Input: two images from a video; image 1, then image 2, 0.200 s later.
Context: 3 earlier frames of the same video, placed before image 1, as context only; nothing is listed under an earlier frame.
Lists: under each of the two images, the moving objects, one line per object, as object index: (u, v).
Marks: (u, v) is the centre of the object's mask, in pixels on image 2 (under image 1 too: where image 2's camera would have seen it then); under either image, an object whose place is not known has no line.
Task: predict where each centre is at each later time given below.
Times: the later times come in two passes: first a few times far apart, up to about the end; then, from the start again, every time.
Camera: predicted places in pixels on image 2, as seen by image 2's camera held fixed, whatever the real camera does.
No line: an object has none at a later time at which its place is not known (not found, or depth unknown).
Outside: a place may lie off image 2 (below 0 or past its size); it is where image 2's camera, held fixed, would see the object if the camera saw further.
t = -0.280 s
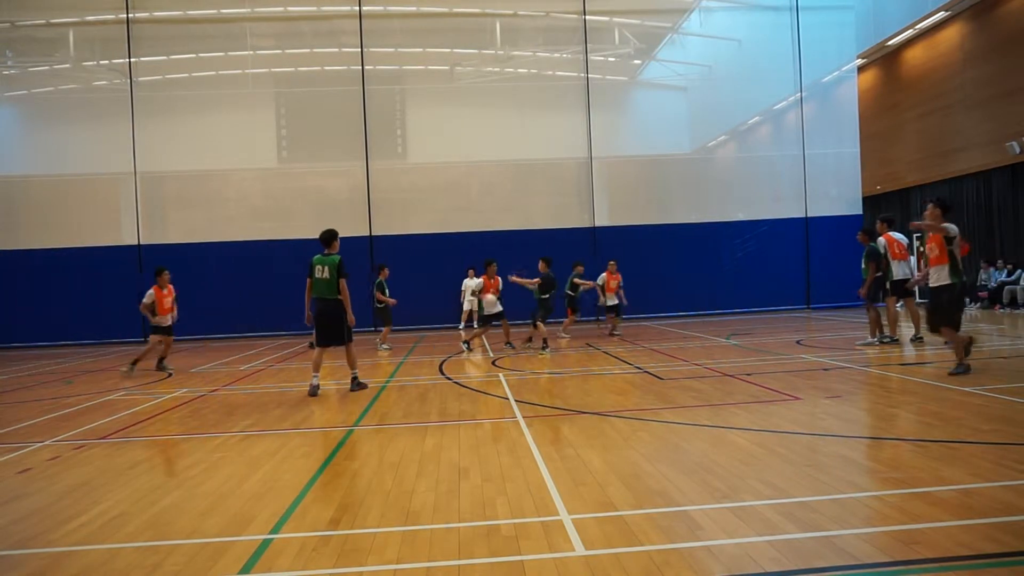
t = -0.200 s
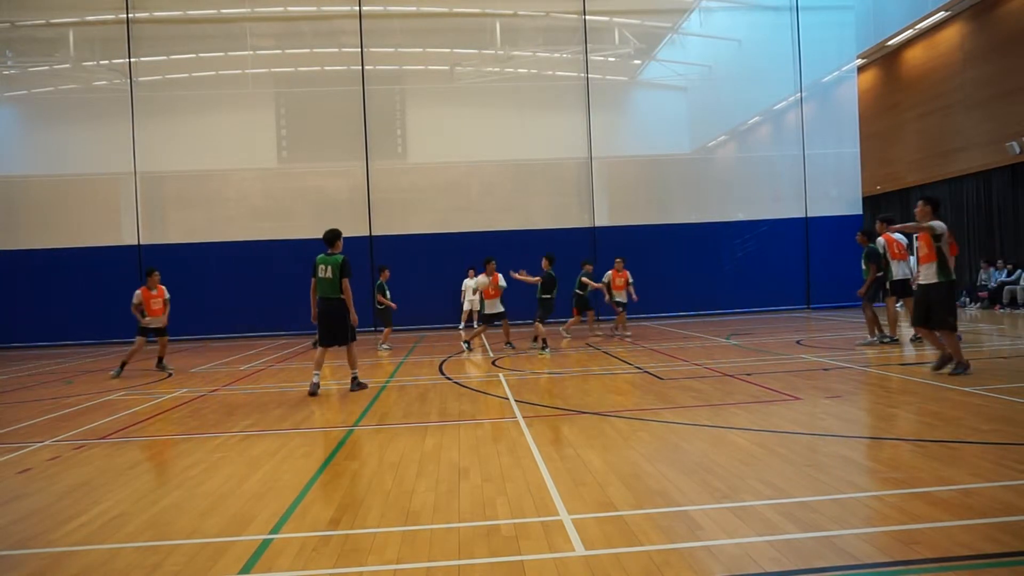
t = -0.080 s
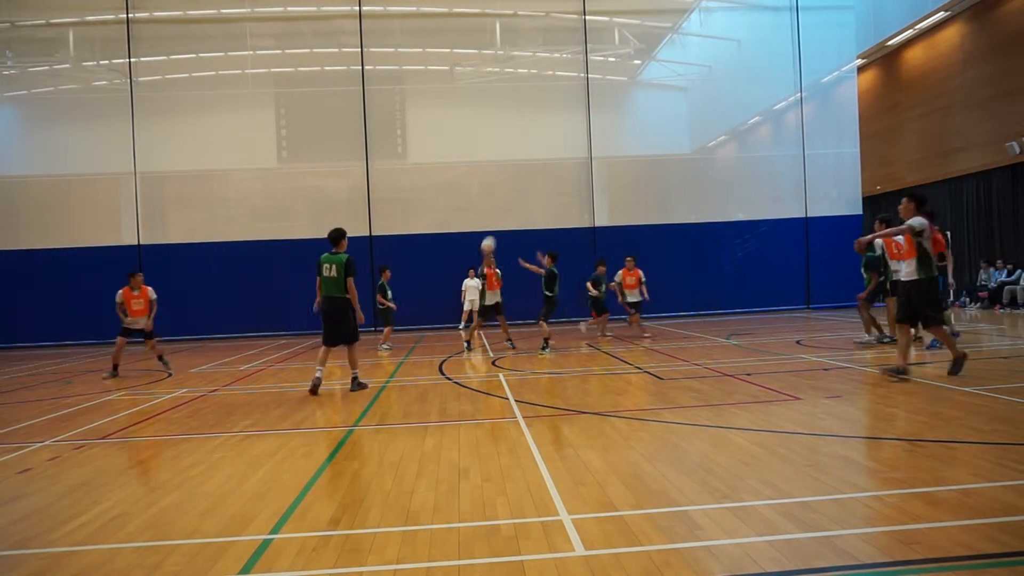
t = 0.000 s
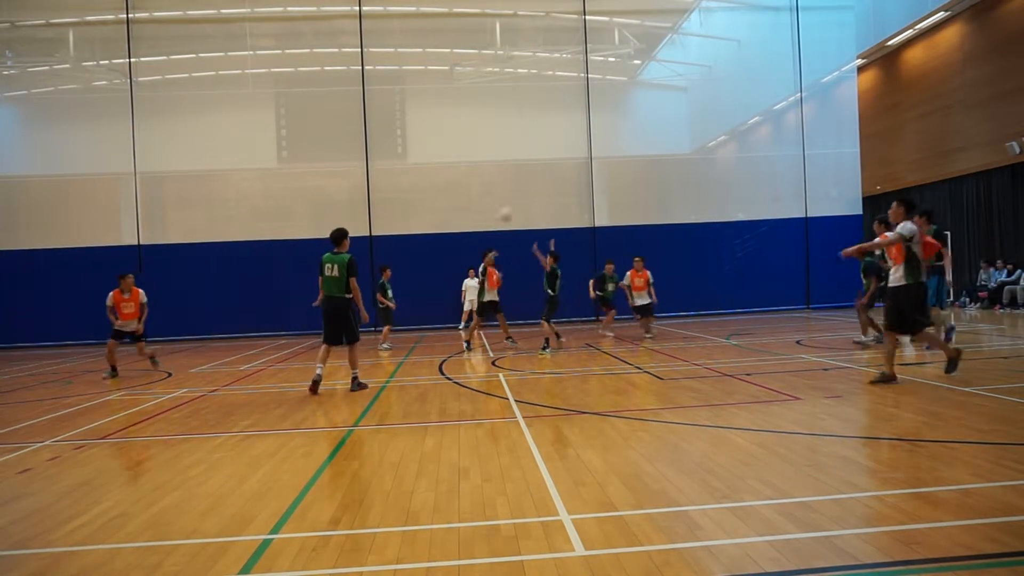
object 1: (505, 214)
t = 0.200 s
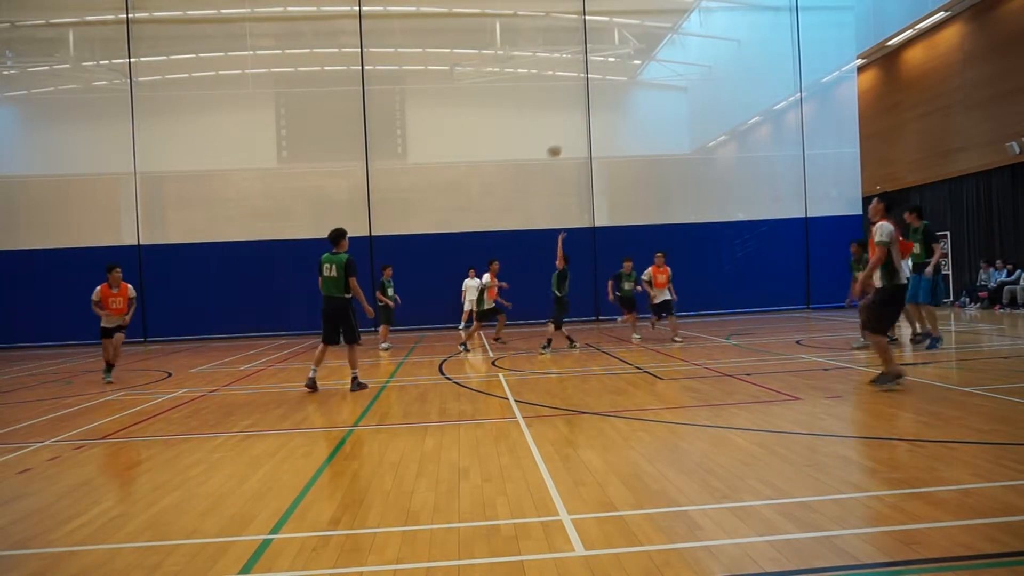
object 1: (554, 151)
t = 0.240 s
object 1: (564, 138)
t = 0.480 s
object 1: (640, 85)
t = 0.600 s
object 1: (684, 72)
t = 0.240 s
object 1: (564, 138)
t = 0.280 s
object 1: (576, 129)
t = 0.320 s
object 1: (588, 118)
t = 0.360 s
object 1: (600, 110)
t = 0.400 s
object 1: (613, 102)
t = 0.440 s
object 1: (626, 94)
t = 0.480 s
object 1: (640, 85)
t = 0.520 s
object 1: (654, 80)
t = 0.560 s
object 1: (669, 75)
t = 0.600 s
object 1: (684, 72)
